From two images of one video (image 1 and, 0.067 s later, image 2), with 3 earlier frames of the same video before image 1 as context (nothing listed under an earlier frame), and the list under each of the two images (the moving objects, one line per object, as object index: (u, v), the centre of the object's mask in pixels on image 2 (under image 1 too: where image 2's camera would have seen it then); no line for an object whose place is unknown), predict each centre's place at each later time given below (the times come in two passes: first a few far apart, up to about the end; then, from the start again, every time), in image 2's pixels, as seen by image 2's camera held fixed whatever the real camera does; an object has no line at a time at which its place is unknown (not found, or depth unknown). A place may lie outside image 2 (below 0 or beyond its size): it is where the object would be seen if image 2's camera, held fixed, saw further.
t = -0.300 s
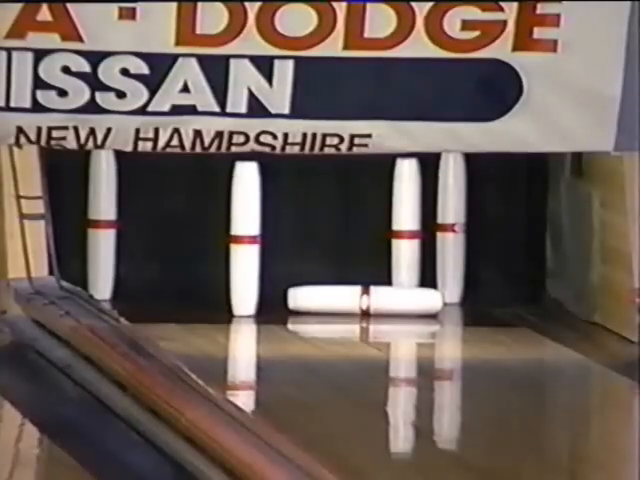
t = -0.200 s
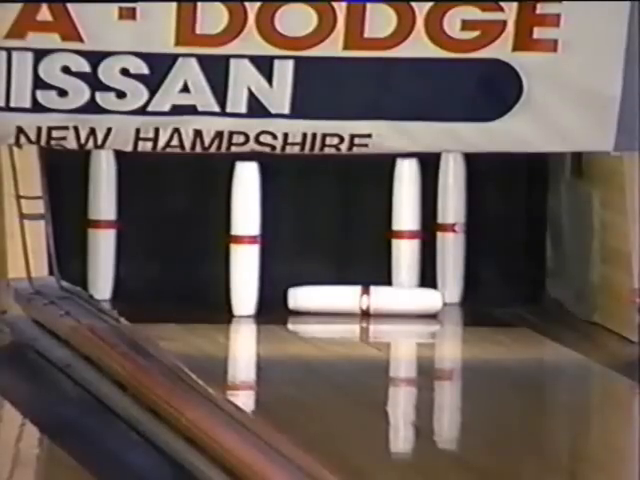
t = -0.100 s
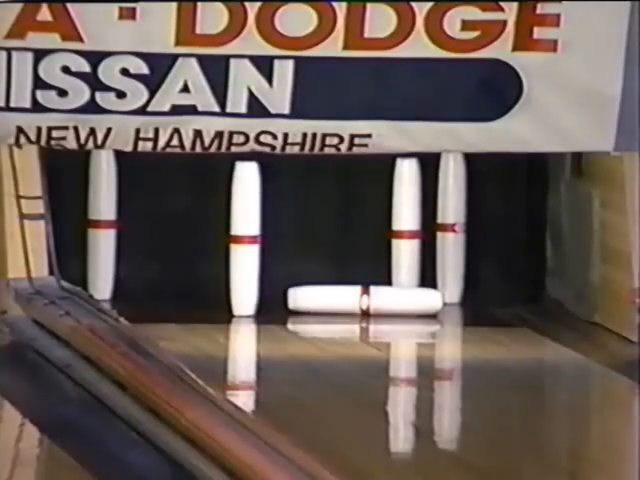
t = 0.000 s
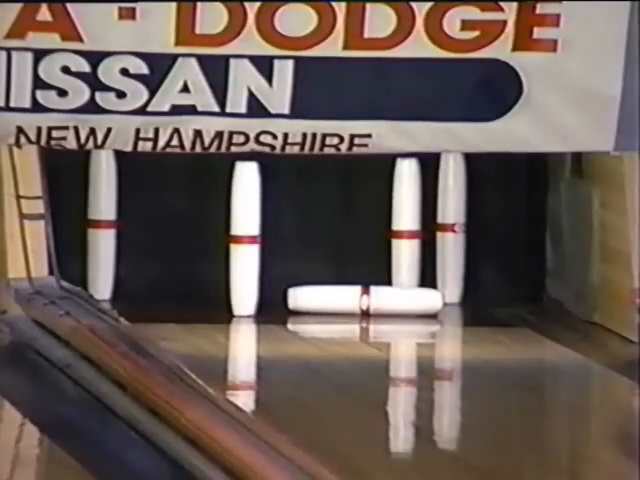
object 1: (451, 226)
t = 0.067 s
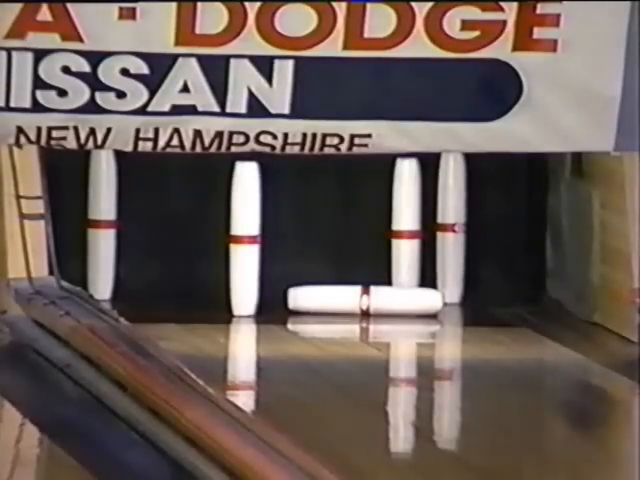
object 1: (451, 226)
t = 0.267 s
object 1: (451, 226)
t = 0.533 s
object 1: (452, 205)
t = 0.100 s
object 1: (451, 226)
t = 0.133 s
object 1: (451, 226)
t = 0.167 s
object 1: (451, 226)
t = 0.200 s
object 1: (451, 226)
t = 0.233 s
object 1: (451, 226)
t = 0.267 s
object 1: (451, 226)
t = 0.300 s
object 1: (451, 226)
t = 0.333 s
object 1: (451, 226)
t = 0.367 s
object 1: (451, 226)
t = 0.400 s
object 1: (451, 224)
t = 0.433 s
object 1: (451, 221)
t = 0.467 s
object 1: (453, 222)
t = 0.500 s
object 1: (456, 220)
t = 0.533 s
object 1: (452, 205)
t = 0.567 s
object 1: (457, 225)
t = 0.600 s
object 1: (468, 249)
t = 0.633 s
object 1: (462, 225)
